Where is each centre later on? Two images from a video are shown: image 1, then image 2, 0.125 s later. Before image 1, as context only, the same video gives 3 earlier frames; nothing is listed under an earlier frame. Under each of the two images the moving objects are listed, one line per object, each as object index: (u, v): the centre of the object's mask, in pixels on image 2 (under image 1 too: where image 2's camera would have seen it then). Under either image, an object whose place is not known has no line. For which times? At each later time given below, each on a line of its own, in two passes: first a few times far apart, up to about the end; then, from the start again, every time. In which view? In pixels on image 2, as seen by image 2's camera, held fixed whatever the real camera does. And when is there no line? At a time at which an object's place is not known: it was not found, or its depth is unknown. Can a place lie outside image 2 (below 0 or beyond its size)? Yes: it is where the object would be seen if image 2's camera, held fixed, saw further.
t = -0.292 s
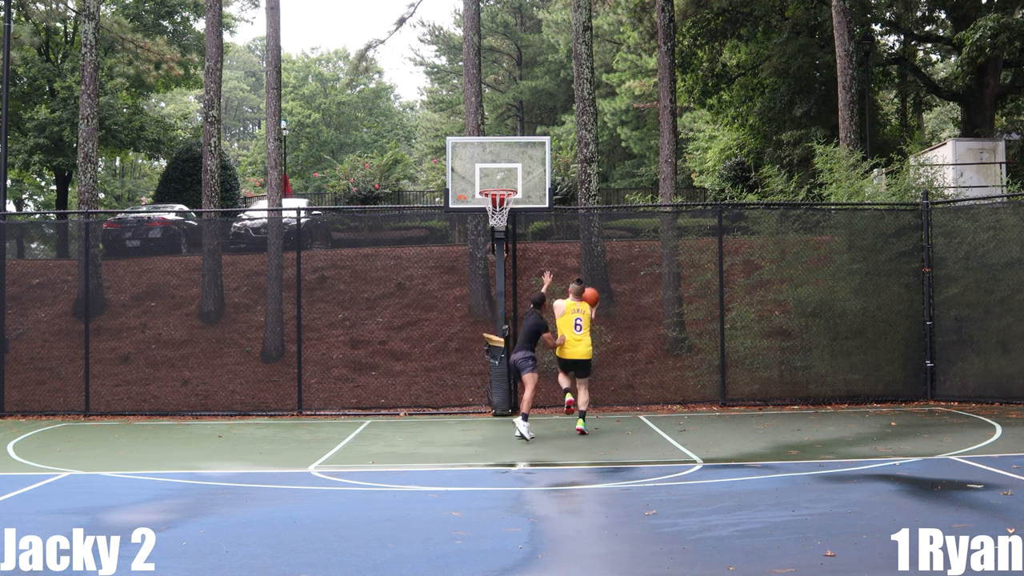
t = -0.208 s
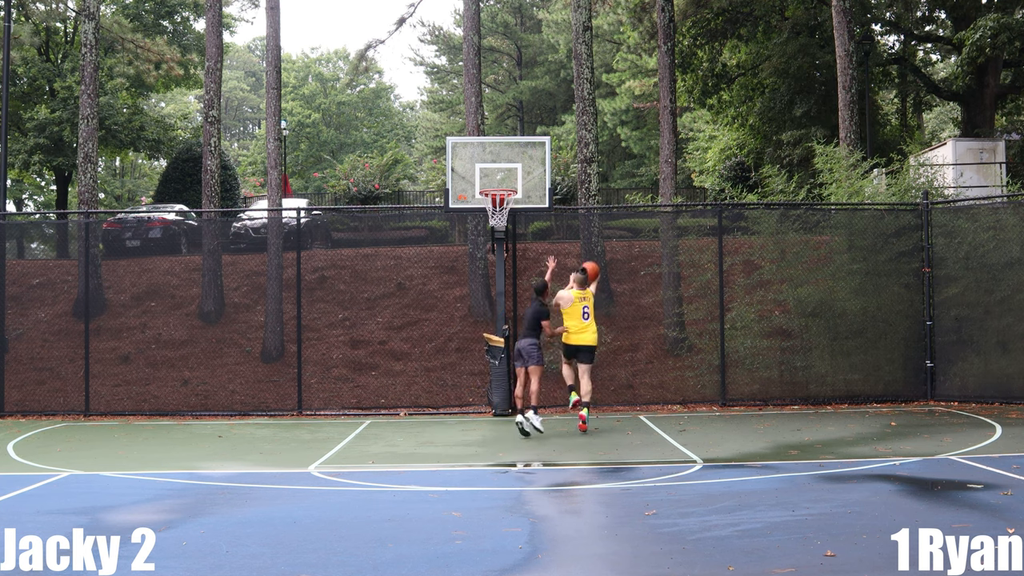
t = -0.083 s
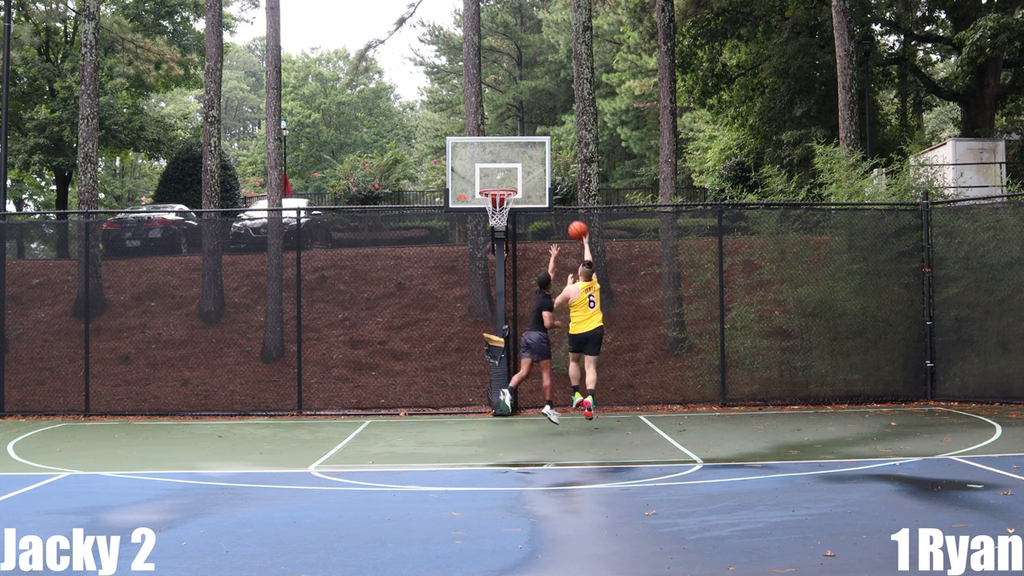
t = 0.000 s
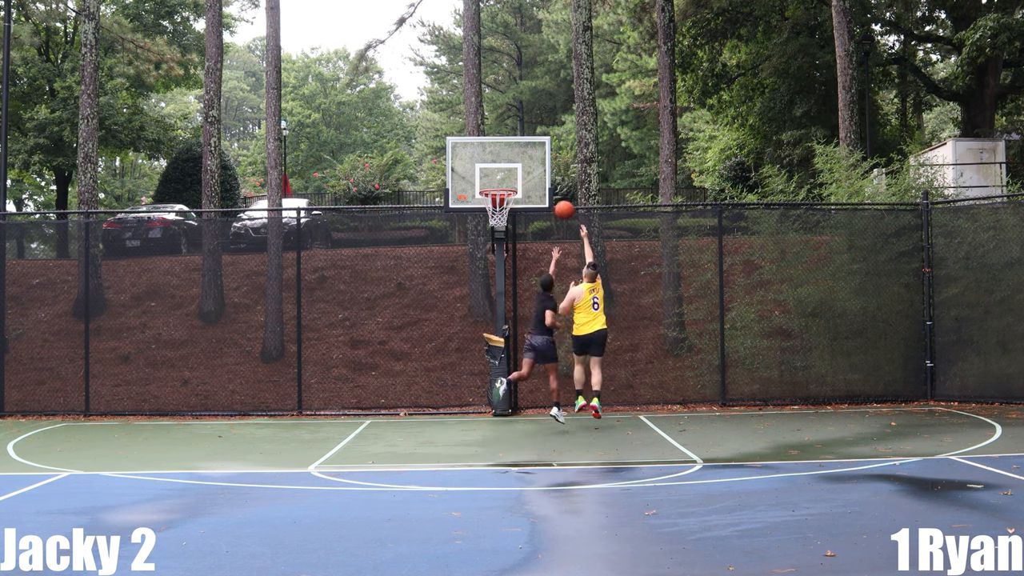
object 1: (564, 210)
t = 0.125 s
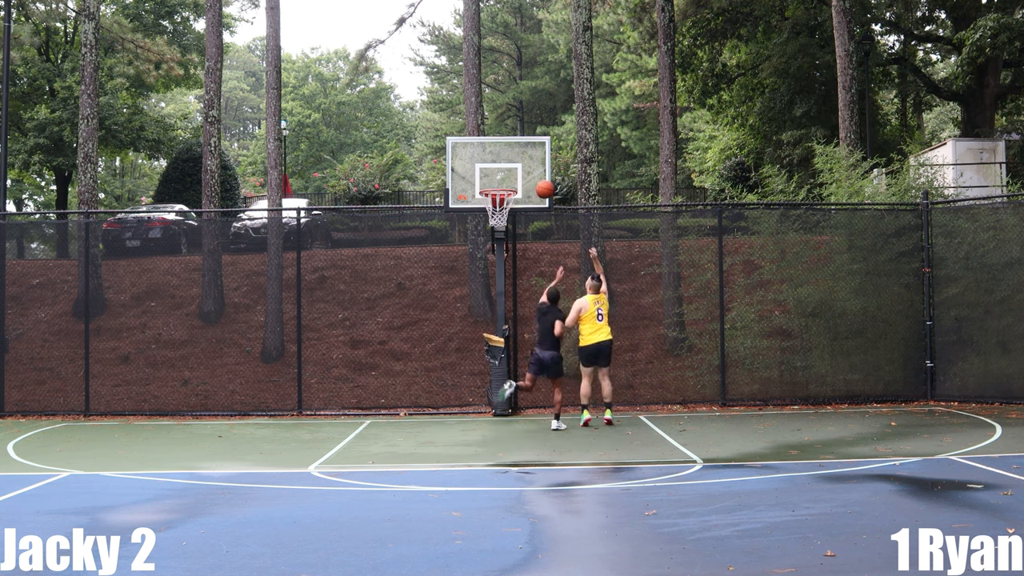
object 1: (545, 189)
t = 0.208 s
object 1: (532, 182)
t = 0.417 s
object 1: (504, 182)
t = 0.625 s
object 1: (484, 202)
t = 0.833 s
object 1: (496, 205)
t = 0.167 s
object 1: (538, 185)
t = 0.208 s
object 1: (532, 182)
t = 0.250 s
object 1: (526, 180)
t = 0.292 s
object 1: (519, 180)
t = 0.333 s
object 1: (514, 180)
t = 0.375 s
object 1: (509, 181)
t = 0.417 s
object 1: (504, 182)
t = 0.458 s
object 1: (500, 184)
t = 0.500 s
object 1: (495, 187)
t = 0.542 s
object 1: (489, 198)
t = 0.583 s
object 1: (487, 202)
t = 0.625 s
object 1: (484, 202)
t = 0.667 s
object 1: (486, 201)
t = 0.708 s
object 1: (486, 199)
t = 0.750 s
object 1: (488, 198)
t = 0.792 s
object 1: (491, 204)
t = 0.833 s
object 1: (496, 205)
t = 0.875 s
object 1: (499, 208)
